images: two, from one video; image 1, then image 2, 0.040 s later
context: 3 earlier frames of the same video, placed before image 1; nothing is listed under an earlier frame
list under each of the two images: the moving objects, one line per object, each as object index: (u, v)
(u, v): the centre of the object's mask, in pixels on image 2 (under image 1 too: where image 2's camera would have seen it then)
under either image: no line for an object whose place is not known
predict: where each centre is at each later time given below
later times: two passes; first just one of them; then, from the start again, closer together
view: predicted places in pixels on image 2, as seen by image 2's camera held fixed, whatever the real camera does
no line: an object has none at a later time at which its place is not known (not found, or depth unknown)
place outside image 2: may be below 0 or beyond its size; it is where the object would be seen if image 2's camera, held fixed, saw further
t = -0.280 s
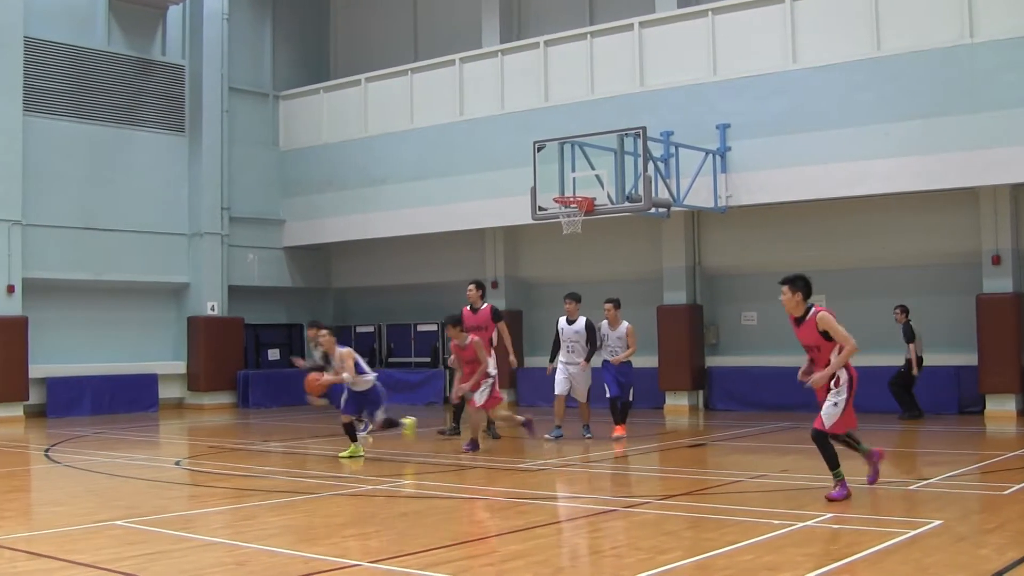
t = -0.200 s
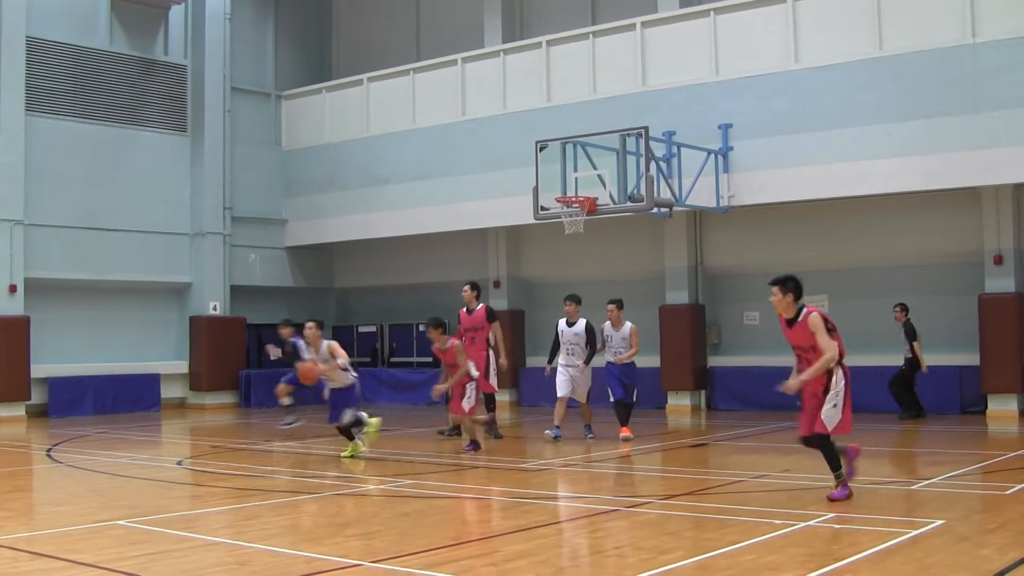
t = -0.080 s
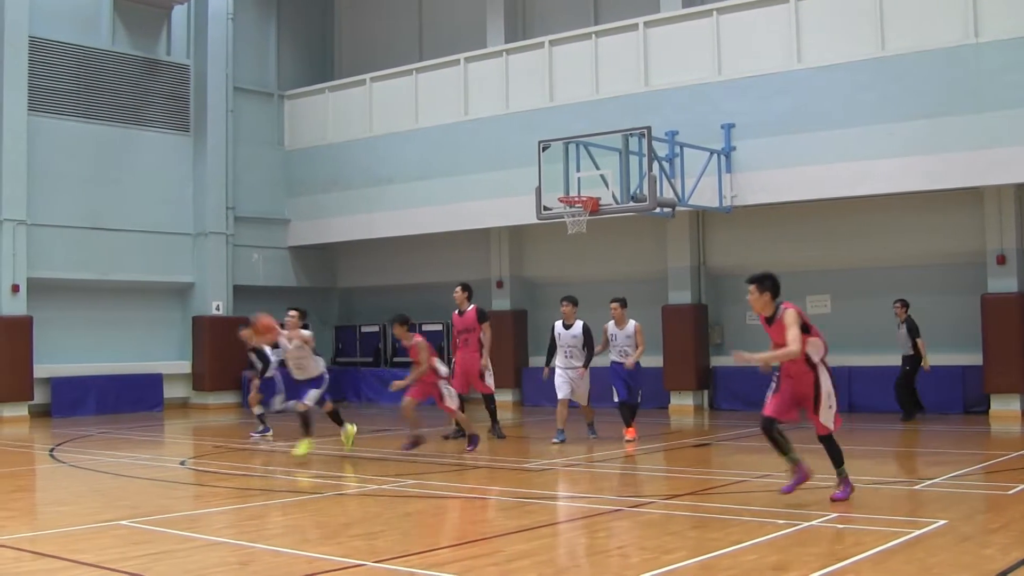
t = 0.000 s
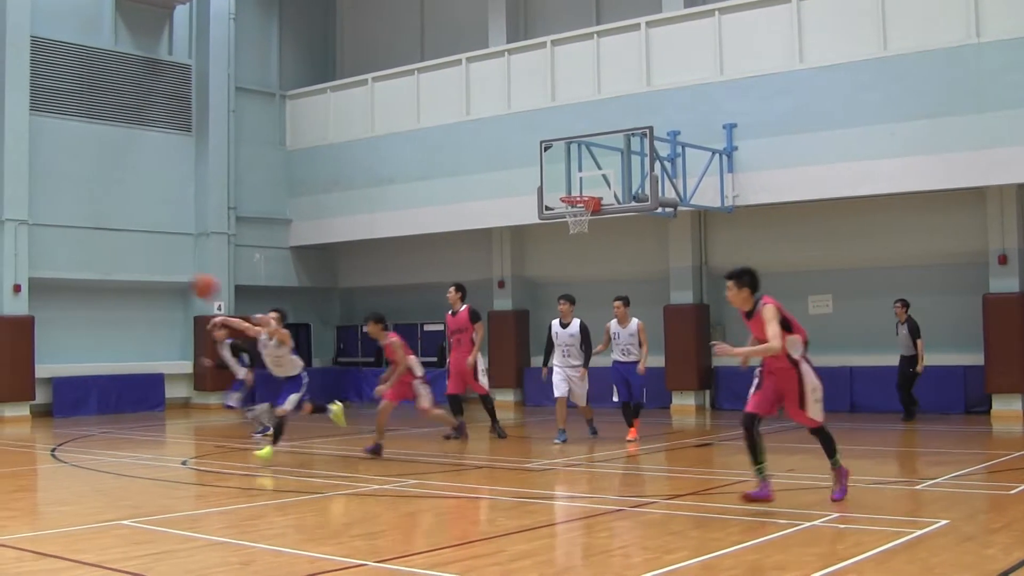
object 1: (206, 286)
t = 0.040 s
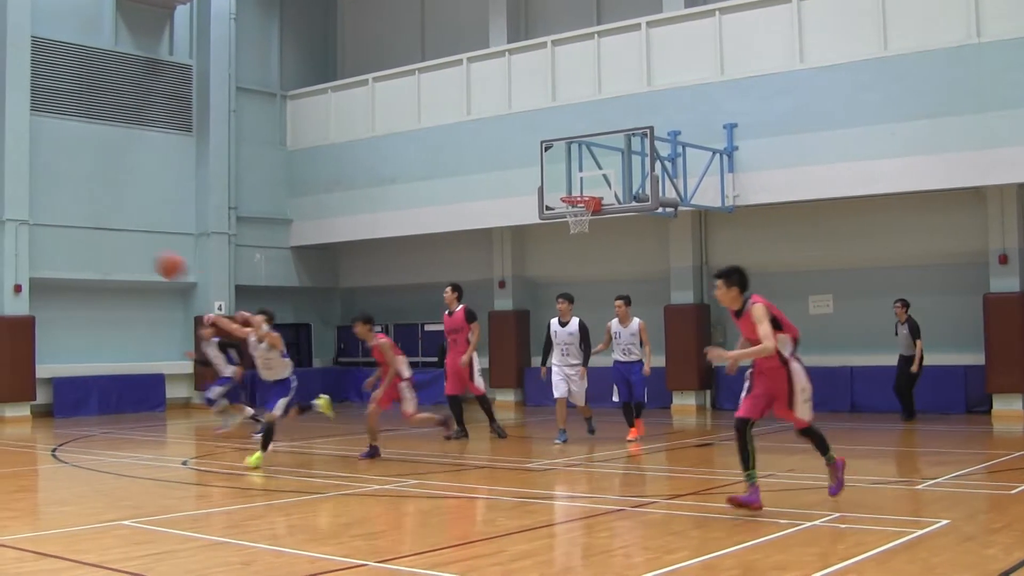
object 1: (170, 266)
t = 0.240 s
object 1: (-25, 170)
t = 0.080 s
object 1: (134, 246)
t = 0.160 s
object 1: (56, 207)
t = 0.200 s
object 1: (15, 188)
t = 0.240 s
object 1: (-25, 170)
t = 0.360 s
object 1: (-196, 108)
